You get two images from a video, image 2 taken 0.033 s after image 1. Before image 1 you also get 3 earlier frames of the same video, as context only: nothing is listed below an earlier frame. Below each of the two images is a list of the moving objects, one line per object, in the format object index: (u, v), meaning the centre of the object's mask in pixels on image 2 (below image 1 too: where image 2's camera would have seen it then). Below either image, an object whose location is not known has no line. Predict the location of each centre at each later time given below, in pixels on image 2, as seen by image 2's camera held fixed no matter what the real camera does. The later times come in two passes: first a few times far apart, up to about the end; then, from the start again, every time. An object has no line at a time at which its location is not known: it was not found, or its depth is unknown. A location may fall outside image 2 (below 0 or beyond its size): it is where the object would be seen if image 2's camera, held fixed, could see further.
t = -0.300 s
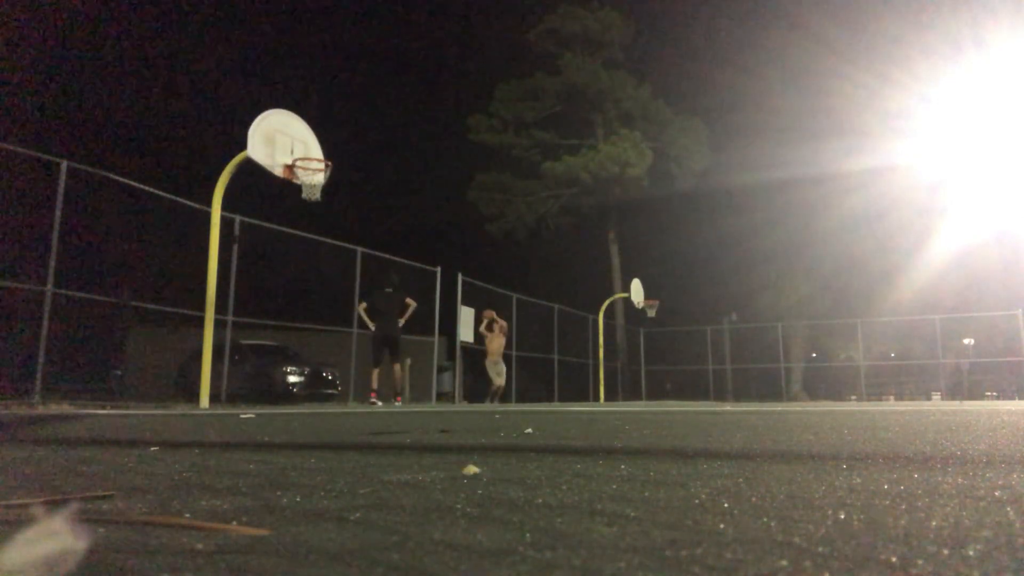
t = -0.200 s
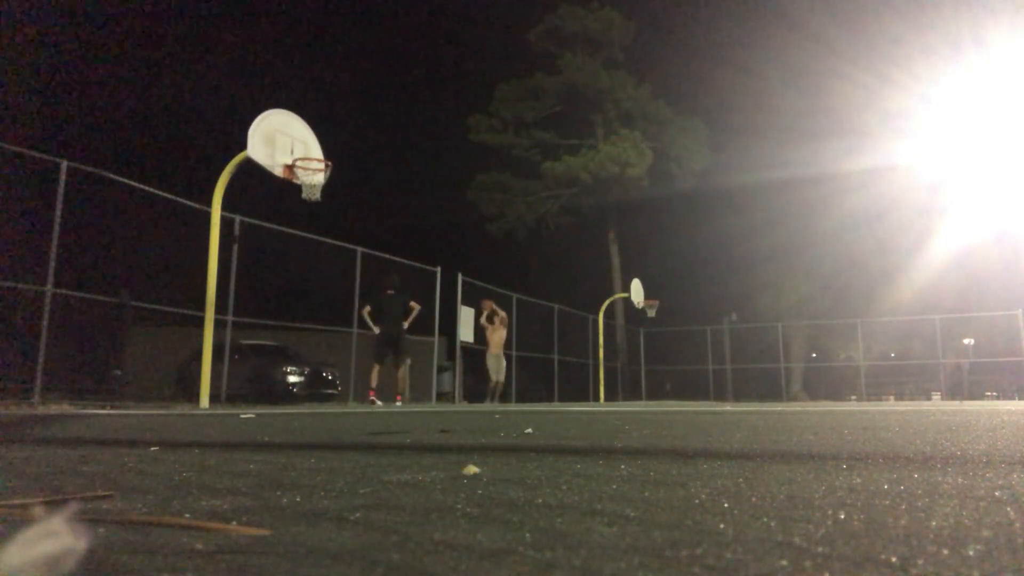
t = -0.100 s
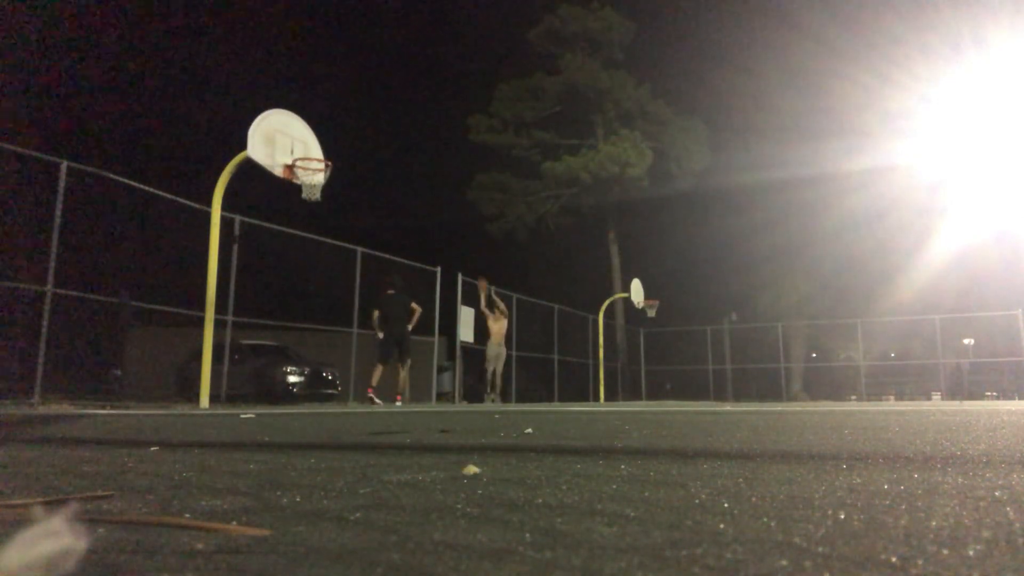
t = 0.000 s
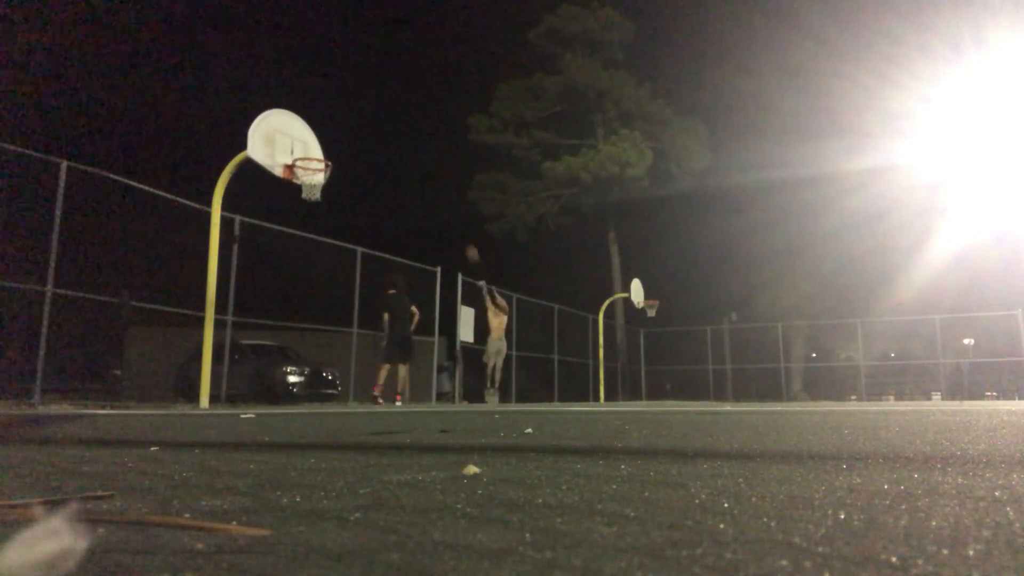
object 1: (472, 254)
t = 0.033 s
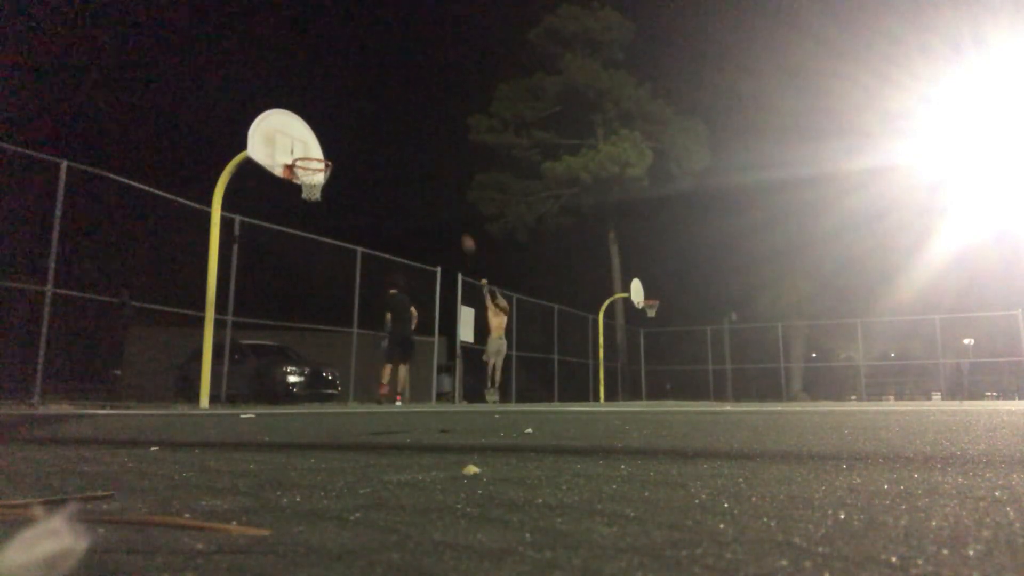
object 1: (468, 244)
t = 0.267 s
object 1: (436, 182)
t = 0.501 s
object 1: (402, 145)
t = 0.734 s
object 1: (360, 139)
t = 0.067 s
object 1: (463, 233)
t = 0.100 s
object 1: (459, 223)
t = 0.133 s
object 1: (455, 215)
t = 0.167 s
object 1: (450, 205)
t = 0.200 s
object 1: (446, 197)
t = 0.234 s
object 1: (441, 189)
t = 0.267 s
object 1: (436, 182)
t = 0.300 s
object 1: (432, 175)
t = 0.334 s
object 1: (427, 168)
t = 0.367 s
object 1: (422, 163)
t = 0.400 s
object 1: (418, 158)
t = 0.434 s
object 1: (412, 153)
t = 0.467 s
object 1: (407, 149)
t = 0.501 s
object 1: (402, 145)
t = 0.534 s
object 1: (397, 143)
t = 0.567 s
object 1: (391, 140)
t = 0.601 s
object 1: (385, 139)
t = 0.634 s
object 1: (378, 138)
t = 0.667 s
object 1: (372, 137)
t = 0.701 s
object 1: (366, 137)
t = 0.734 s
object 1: (360, 139)
